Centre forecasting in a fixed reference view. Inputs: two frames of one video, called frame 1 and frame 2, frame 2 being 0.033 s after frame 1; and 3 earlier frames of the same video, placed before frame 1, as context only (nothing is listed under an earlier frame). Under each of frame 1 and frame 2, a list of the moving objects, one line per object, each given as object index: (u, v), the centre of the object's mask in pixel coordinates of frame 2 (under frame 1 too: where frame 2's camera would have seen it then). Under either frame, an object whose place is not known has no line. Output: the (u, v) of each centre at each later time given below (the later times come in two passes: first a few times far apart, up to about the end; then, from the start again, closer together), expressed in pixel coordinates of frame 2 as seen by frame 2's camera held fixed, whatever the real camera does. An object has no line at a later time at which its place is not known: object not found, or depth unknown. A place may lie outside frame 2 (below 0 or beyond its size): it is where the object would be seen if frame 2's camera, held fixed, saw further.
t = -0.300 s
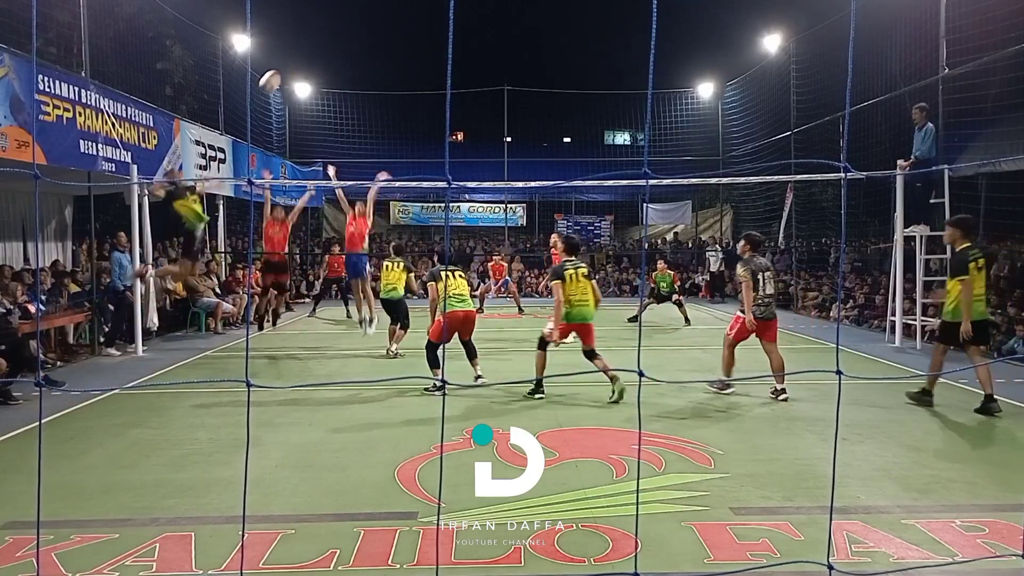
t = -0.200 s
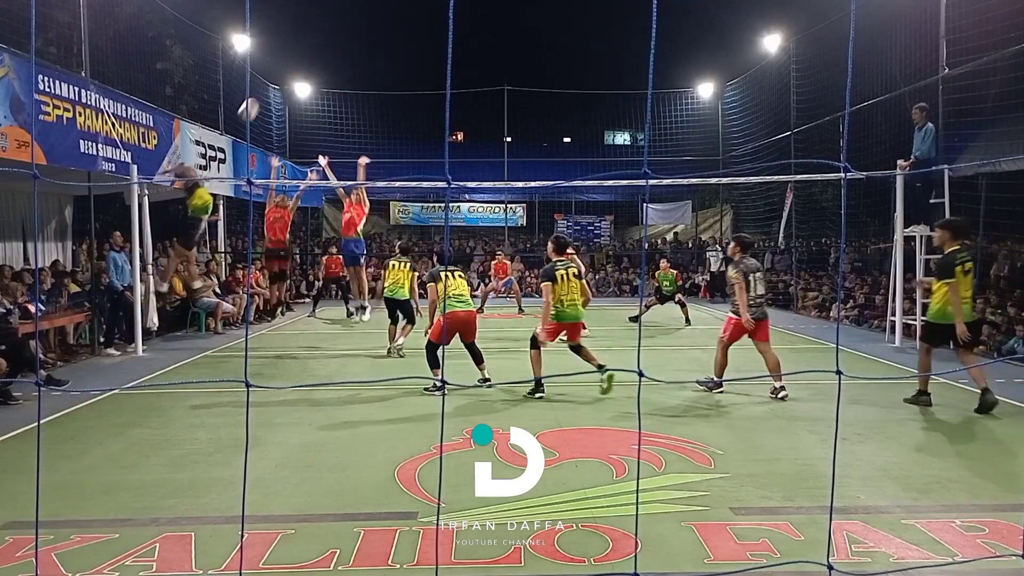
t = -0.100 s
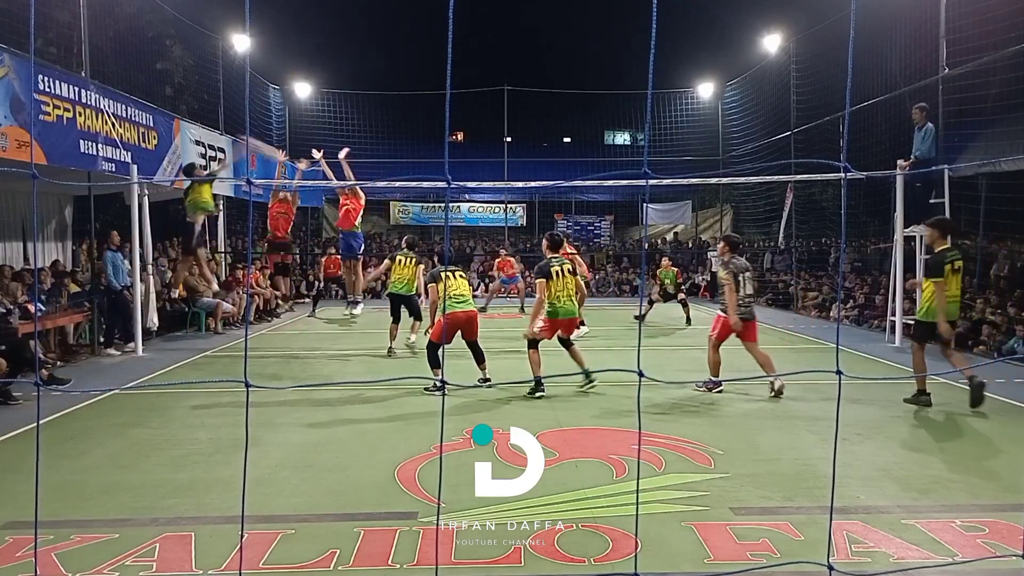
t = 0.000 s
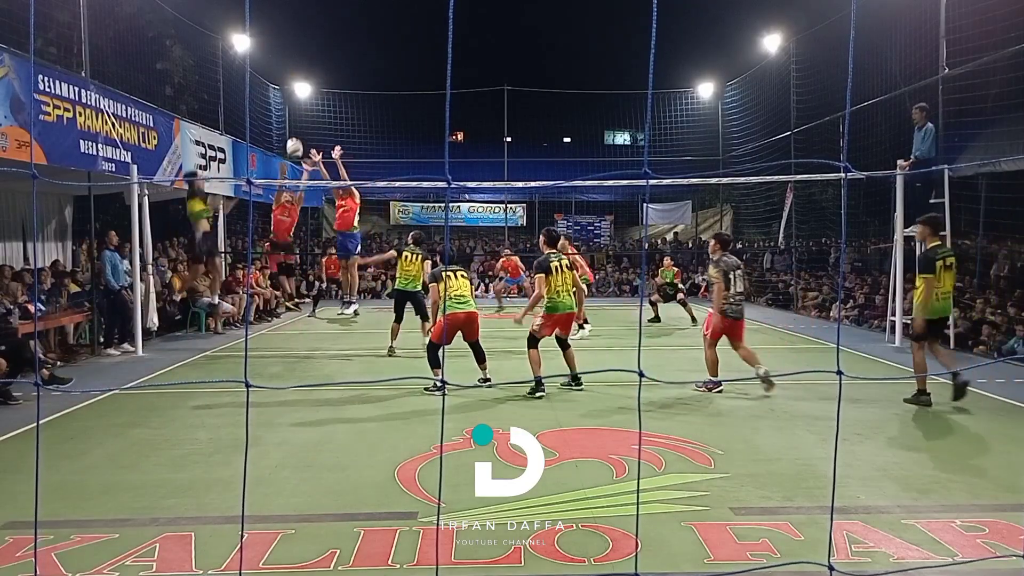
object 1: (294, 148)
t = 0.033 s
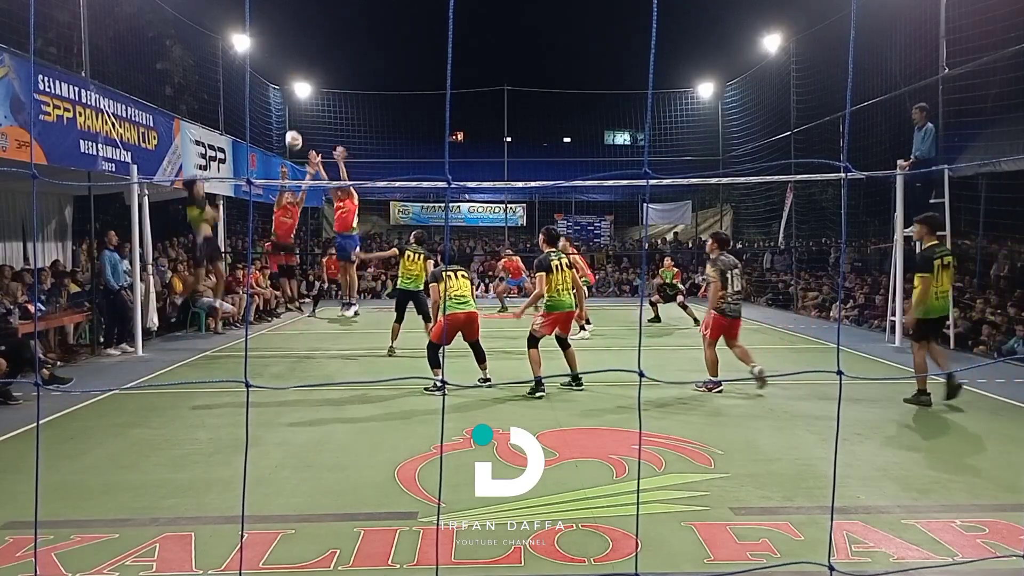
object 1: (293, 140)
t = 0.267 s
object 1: (289, 106)
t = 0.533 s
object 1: (287, 128)
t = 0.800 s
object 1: (300, 285)
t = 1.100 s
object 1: (331, 461)
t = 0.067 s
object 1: (293, 134)
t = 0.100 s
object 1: (292, 127)
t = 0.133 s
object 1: (291, 121)
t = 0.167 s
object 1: (290, 116)
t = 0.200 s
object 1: (290, 112)
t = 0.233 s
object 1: (289, 108)
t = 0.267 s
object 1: (289, 106)
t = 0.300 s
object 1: (288, 104)
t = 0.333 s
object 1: (288, 103)
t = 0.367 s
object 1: (287, 104)
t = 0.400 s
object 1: (287, 106)
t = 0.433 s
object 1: (286, 109)
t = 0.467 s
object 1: (287, 114)
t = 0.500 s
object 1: (287, 120)
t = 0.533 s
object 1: (287, 128)
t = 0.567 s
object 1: (288, 138)
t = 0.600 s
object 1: (289, 149)
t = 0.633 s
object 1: (290, 164)
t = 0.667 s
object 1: (290, 178)
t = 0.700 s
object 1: (294, 207)
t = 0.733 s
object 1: (295, 226)
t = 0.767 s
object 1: (298, 255)
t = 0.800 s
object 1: (300, 285)
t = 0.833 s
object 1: (306, 324)
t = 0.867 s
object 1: (311, 368)
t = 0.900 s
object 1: (314, 421)
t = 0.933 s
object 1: (319, 479)
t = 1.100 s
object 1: (331, 461)
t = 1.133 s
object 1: (332, 426)
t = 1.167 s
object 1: (333, 399)
